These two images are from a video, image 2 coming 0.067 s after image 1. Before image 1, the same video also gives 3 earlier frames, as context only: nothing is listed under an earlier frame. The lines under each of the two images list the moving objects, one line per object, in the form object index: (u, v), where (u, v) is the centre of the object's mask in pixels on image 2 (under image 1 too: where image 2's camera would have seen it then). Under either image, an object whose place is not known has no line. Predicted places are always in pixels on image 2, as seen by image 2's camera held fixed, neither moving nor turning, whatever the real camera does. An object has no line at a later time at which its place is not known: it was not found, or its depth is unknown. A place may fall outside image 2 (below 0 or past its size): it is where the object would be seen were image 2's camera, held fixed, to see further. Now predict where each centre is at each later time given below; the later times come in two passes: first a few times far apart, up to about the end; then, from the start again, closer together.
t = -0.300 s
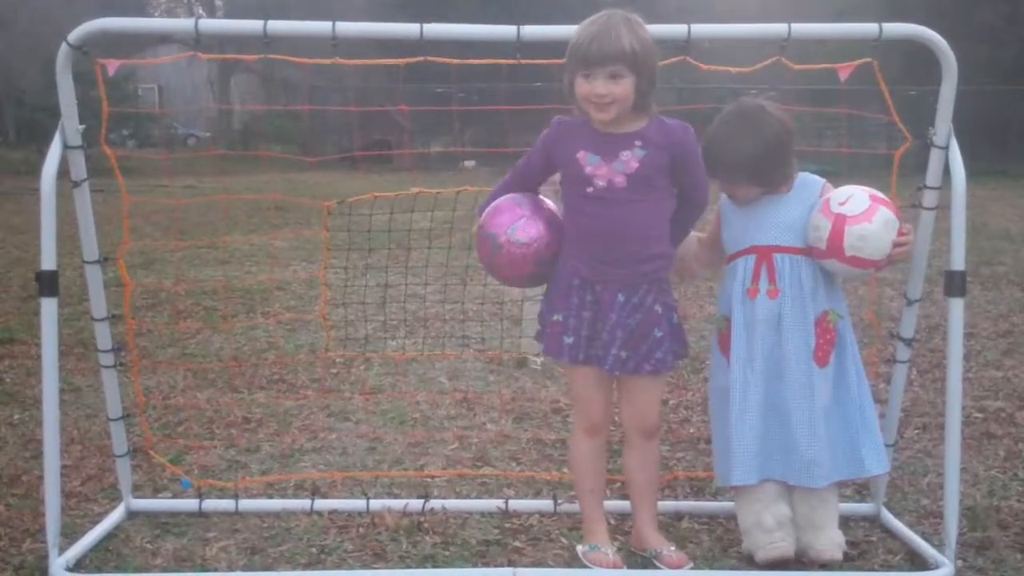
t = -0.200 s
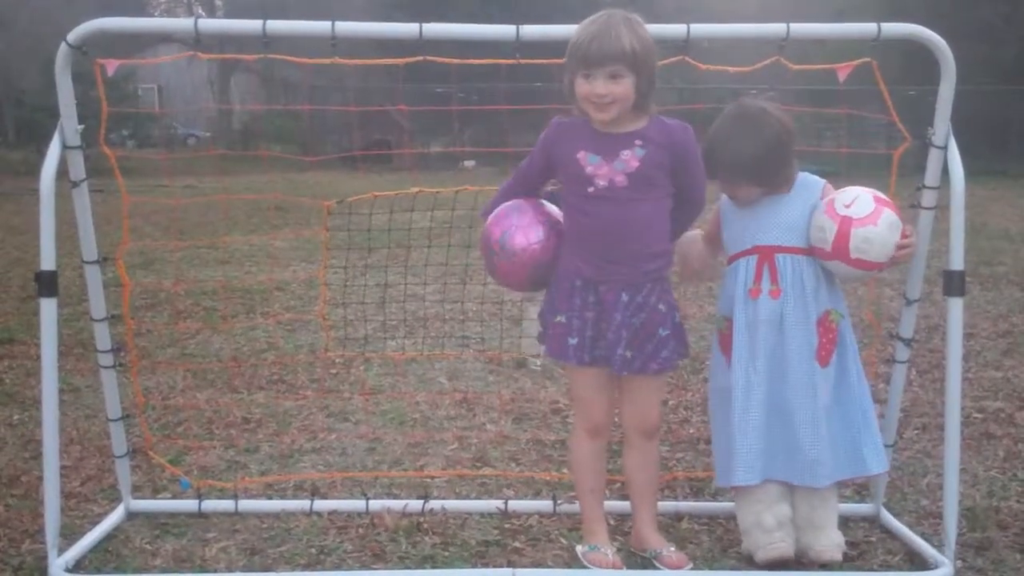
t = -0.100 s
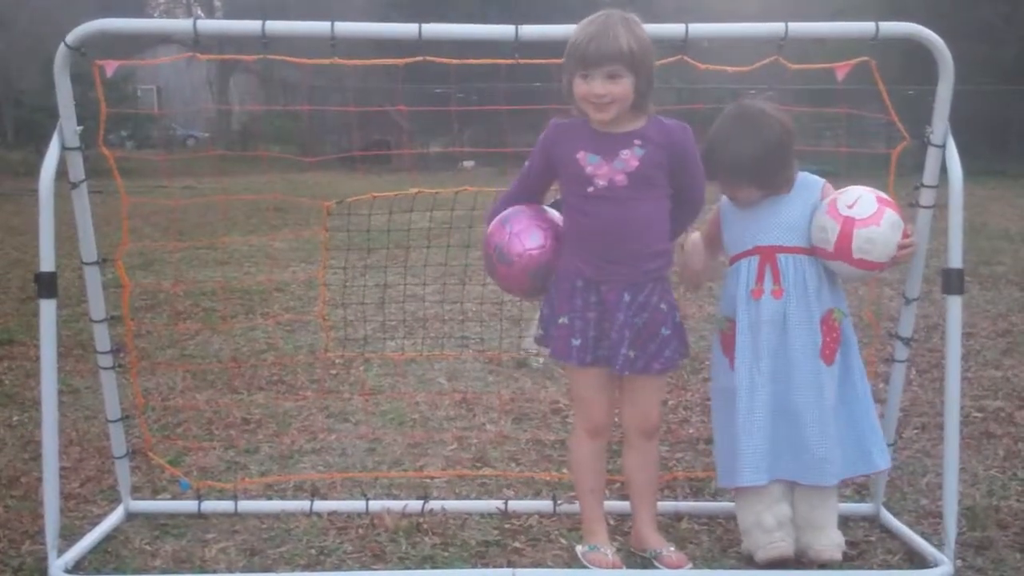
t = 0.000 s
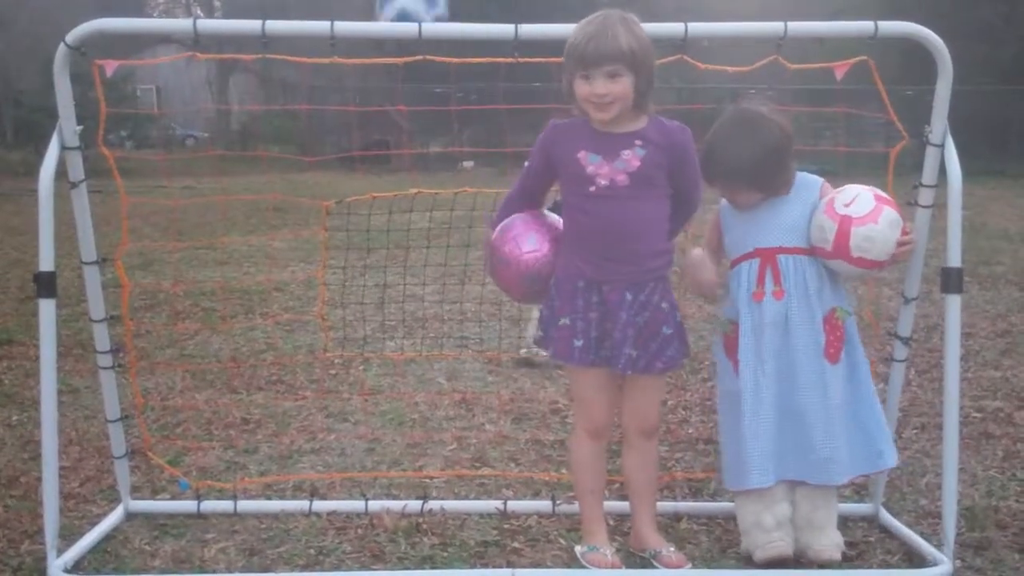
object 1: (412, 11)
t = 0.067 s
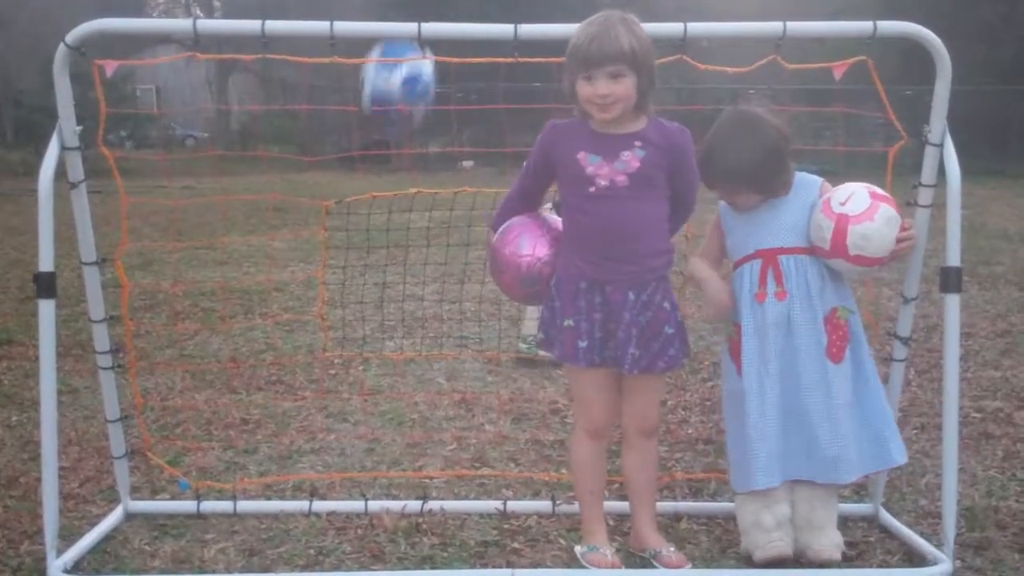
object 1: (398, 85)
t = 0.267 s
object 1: (373, 361)
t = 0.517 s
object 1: (411, 371)
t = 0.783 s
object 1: (453, 340)
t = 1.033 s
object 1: (477, 338)
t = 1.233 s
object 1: (492, 340)
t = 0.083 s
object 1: (394, 102)
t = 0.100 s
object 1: (390, 126)
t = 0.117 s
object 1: (388, 149)
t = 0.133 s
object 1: (384, 178)
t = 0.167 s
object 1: (378, 242)
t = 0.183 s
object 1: (376, 275)
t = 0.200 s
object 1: (374, 303)
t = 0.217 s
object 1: (374, 324)
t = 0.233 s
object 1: (372, 336)
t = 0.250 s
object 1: (370, 349)
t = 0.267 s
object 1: (373, 361)
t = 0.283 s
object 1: (374, 370)
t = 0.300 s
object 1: (376, 380)
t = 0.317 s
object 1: (379, 390)
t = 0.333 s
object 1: (382, 402)
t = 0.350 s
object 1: (386, 414)
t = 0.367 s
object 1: (388, 427)
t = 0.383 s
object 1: (391, 448)
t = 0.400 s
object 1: (393, 455)
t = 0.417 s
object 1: (395, 454)
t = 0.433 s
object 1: (399, 448)
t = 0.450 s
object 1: (403, 426)
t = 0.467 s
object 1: (405, 410)
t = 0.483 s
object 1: (406, 396)
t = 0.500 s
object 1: (409, 382)
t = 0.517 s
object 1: (411, 371)
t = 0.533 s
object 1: (413, 363)
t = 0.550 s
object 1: (418, 355)
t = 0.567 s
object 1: (420, 348)
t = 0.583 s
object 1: (422, 343)
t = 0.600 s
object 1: (424, 338)
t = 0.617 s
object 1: (426, 332)
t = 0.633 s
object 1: (428, 331)
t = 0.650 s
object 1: (431, 329)
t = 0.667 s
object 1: (434, 327)
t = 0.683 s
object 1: (435, 326)
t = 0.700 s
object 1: (440, 327)
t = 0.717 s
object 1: (442, 328)
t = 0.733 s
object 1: (445, 330)
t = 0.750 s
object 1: (448, 333)
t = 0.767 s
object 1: (448, 333)
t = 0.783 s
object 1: (453, 340)
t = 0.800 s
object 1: (455, 346)
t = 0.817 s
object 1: (458, 352)
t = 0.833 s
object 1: (460, 360)
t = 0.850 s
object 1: (463, 367)
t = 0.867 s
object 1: (464, 374)
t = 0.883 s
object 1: (465, 374)
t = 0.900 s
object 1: (467, 375)
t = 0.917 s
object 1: (469, 373)
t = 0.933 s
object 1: (470, 367)
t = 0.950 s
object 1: (472, 356)
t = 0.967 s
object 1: (472, 350)
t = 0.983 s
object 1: (474, 345)
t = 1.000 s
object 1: (474, 342)
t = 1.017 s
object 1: (476, 339)
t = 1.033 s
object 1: (477, 338)
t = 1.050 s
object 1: (479, 337)
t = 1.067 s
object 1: (480, 336)
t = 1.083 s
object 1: (482, 335)
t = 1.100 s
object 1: (482, 336)
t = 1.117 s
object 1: (483, 336)
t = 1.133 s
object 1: (484, 338)
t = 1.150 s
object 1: (483, 338)
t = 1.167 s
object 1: (485, 342)
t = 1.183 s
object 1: (486, 344)
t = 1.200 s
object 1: (488, 342)
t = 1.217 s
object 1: (490, 341)
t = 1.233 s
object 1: (492, 340)
